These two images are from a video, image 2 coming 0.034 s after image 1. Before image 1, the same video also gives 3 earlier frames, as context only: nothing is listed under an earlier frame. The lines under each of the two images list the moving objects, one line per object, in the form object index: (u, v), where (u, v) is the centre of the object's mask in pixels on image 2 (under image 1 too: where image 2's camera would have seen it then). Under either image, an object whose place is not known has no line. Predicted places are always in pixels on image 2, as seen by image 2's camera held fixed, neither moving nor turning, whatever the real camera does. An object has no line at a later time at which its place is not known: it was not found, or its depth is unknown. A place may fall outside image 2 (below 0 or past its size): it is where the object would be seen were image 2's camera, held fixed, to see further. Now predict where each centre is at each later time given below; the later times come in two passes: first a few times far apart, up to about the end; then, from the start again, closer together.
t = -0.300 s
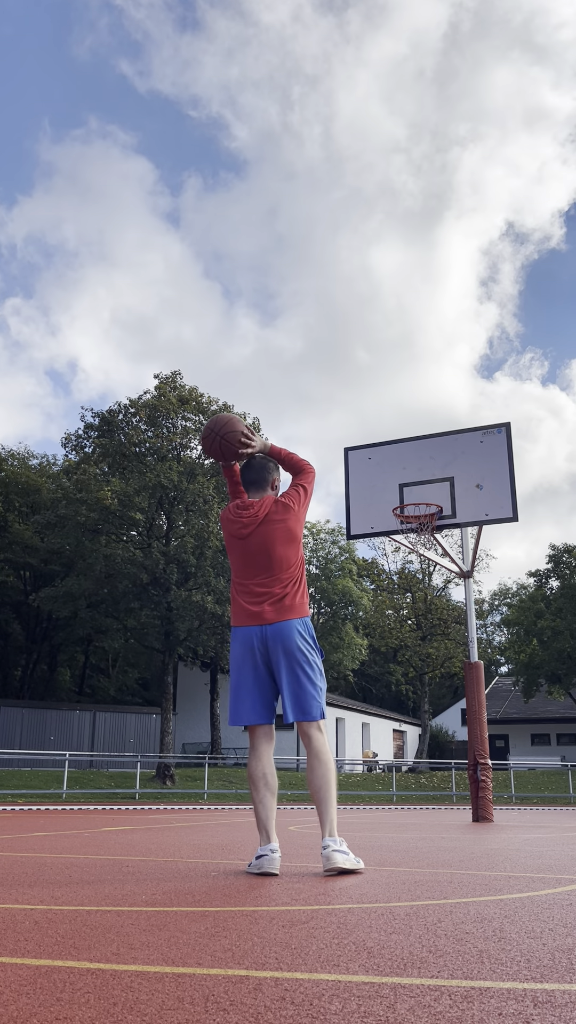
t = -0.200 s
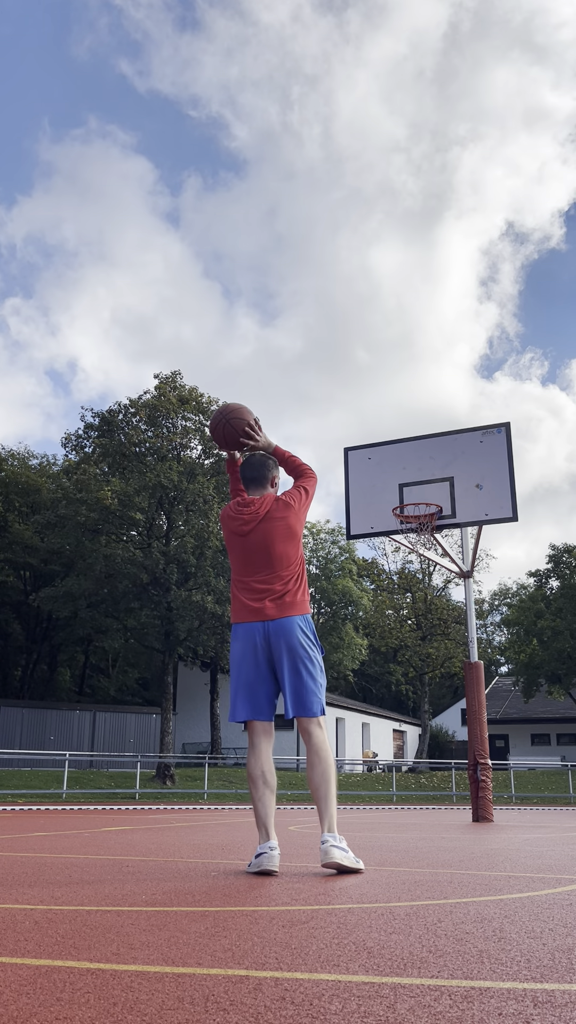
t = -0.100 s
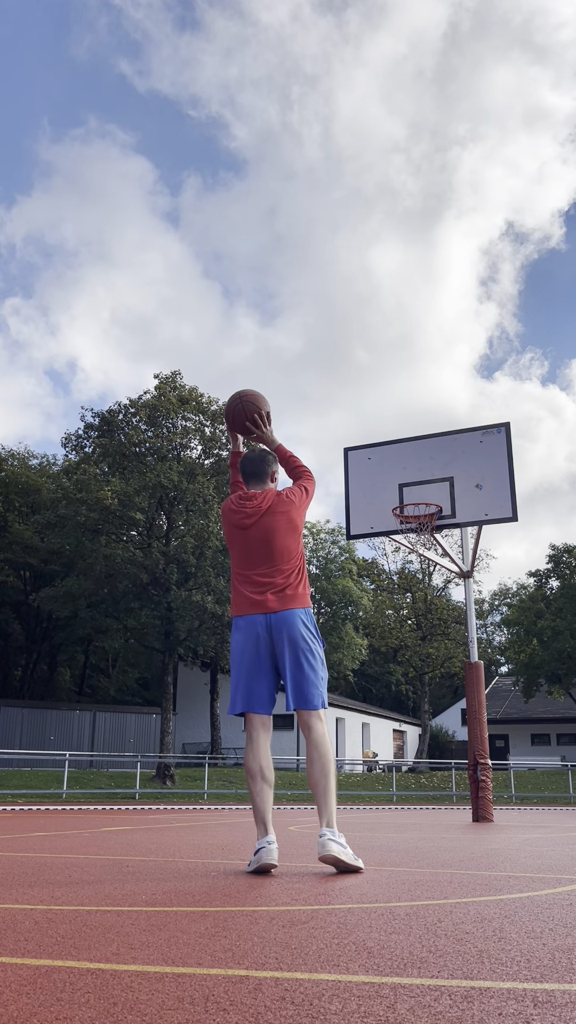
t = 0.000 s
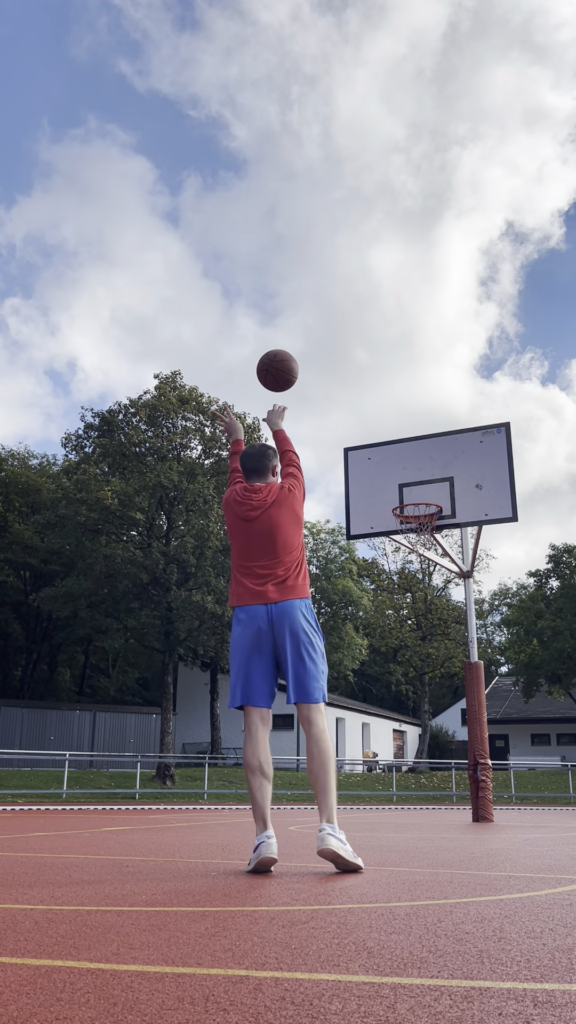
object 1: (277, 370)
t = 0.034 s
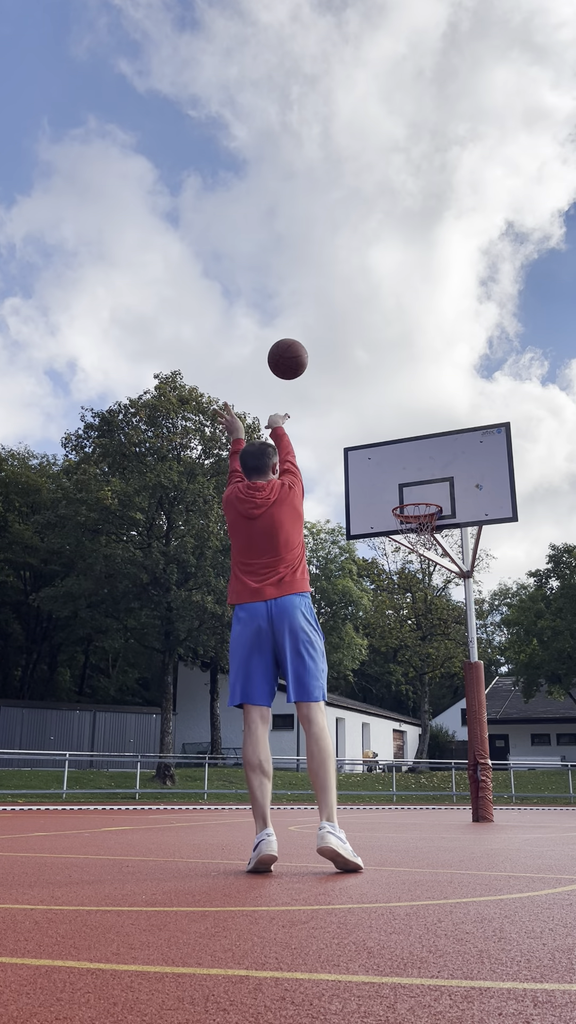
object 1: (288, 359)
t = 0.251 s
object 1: (338, 335)
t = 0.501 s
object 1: (376, 376)
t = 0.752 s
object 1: (403, 464)
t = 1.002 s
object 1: (435, 552)
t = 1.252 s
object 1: (471, 672)
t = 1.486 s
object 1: (507, 787)
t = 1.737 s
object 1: (518, 663)
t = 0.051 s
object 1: (293, 354)
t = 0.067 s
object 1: (297, 350)
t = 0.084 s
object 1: (302, 346)
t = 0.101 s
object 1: (306, 343)
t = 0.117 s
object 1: (310, 341)
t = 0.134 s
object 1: (314, 339)
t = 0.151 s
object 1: (318, 337)
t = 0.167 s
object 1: (322, 336)
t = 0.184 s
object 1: (325, 335)
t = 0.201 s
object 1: (329, 334)
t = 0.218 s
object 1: (332, 334)
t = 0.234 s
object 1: (335, 335)
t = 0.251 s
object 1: (338, 335)
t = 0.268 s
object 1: (341, 336)
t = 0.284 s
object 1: (344, 337)
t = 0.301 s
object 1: (347, 339)
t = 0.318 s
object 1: (350, 340)
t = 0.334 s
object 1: (353, 342)
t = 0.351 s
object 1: (355, 345)
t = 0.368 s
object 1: (358, 347)
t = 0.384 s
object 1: (360, 350)
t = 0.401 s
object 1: (363, 353)
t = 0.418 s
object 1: (365, 356)
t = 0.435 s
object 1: (368, 360)
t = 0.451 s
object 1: (370, 364)
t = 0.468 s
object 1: (372, 368)
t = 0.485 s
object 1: (374, 372)
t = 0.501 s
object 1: (376, 376)
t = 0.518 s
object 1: (378, 381)
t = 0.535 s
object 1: (381, 386)
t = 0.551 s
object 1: (383, 391)
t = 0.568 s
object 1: (384, 396)
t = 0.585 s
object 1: (386, 401)
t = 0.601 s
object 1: (388, 407)
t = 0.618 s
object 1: (390, 412)
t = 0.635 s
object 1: (392, 418)
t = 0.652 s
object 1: (393, 424)
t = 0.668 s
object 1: (395, 430)
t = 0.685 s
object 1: (397, 437)
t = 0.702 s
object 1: (399, 444)
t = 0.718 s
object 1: (400, 450)
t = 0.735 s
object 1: (402, 457)
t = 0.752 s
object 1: (403, 464)
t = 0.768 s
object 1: (405, 471)
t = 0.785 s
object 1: (406, 478)
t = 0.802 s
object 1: (408, 486)
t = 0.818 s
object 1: (409, 493)
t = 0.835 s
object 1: (411, 501)
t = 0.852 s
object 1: (412, 510)
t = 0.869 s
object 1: (412, 515)
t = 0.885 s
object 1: (415, 519)
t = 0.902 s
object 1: (420, 524)
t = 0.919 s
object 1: (423, 531)
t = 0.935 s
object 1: (426, 535)
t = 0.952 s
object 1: (428, 541)
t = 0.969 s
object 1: (431, 543)
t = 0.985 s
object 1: (432, 547)
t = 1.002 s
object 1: (435, 552)
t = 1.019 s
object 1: (437, 558)
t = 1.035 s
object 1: (439, 563)
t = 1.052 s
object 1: (441, 570)
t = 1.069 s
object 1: (444, 576)
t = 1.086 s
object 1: (446, 583)
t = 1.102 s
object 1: (448, 590)
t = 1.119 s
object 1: (450, 597)
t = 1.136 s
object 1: (453, 605)
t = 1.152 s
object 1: (455, 613)
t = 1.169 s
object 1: (458, 622)
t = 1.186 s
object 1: (460, 631)
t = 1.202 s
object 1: (463, 641)
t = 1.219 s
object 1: (466, 651)
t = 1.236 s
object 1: (469, 661)
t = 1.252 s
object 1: (471, 672)
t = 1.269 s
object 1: (474, 683)
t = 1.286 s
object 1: (477, 695)
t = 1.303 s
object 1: (480, 707)
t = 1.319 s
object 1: (483, 720)
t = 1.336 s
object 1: (487, 733)
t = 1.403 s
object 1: (499, 792)
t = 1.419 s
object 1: (502, 808)
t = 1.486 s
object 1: (507, 787)
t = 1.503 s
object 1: (507, 777)
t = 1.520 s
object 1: (508, 766)
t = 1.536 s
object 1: (509, 756)
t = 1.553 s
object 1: (509, 747)
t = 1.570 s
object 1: (510, 738)
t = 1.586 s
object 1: (511, 728)
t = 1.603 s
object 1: (511, 720)
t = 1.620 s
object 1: (512, 712)
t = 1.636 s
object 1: (513, 703)
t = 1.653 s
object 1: (514, 696)
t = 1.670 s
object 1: (514, 689)
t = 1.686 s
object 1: (515, 682)
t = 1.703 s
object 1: (516, 675)
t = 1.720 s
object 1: (517, 669)
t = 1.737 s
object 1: (518, 663)
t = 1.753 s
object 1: (519, 657)
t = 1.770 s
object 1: (519, 652)
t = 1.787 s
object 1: (521, 647)
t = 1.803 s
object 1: (522, 642)
